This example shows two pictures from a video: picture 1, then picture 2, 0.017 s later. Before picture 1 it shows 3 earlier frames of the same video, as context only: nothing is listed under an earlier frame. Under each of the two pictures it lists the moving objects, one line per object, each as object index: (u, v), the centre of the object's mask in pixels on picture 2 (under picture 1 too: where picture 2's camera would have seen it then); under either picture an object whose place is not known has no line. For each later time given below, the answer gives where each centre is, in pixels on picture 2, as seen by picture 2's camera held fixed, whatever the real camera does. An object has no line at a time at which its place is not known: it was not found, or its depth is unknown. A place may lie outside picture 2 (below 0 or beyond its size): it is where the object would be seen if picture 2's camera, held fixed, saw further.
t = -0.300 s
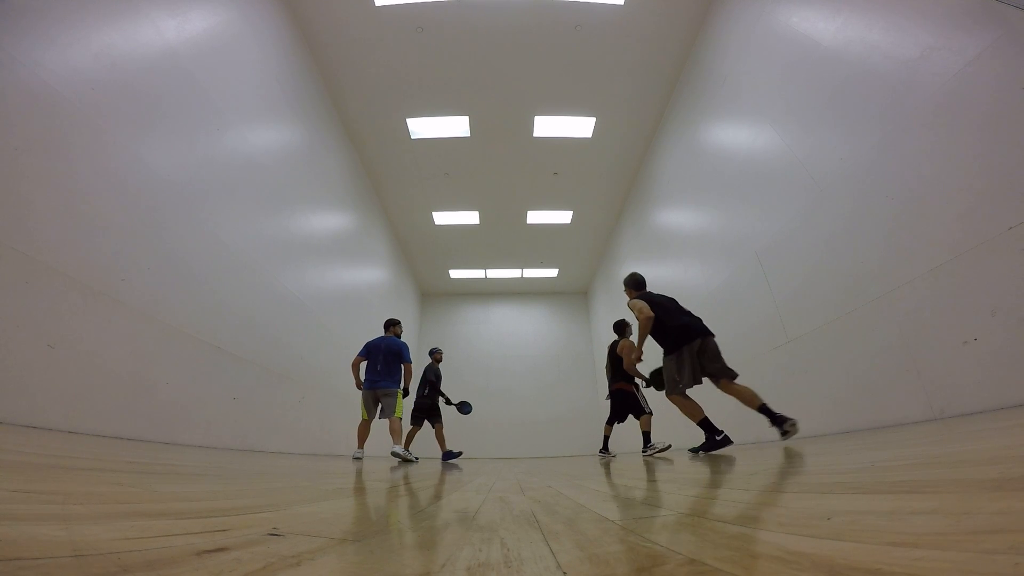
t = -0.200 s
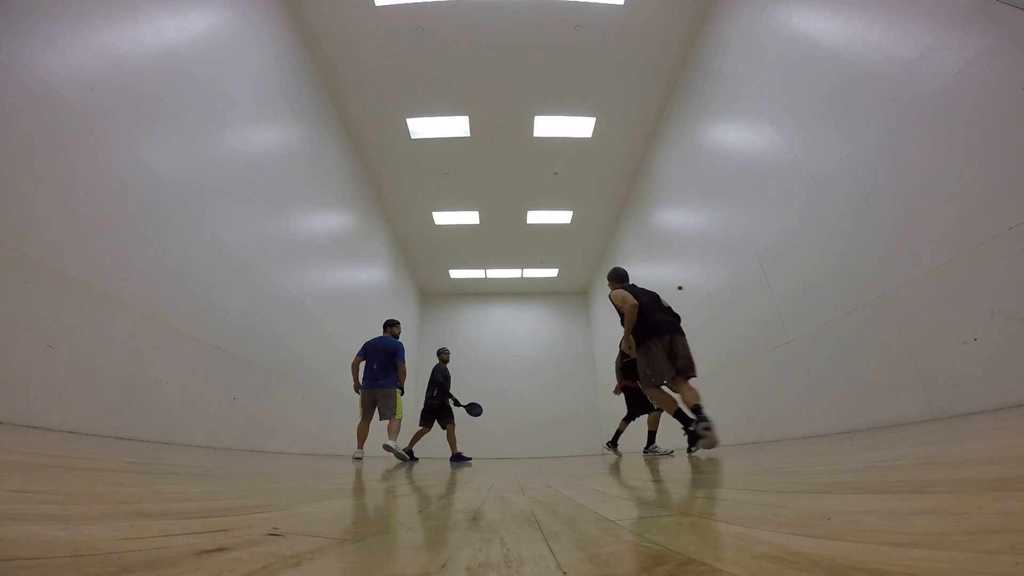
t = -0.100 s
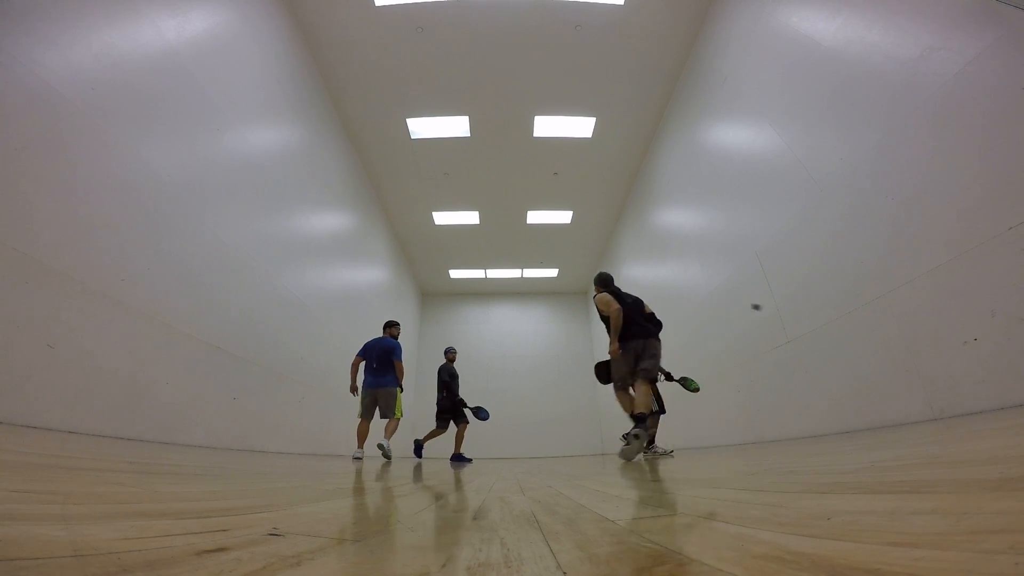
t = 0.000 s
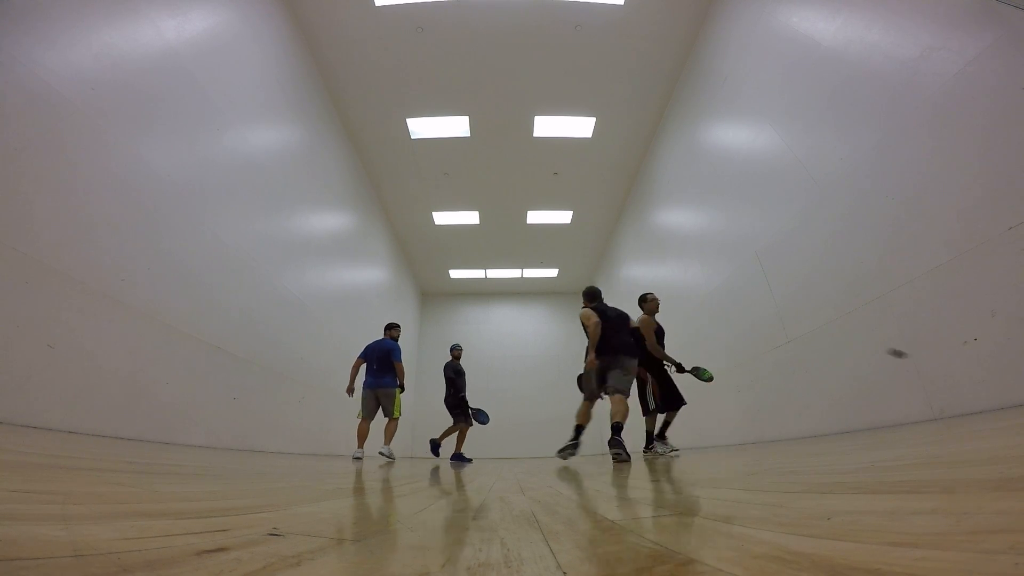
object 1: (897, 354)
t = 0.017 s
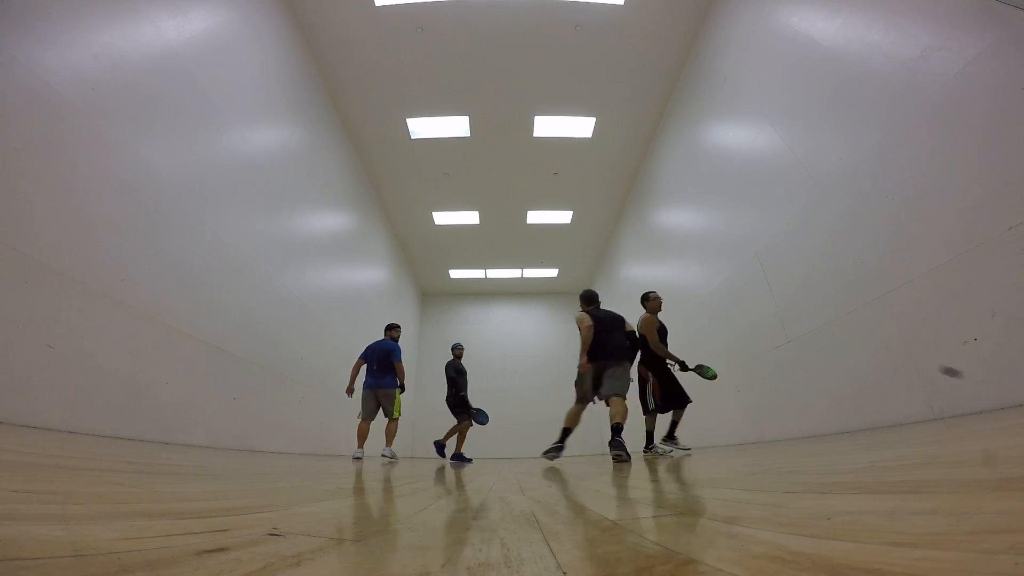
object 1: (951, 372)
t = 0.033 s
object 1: (982, 383)
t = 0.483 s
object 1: (1020, 62)
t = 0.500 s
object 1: (1014, 64)
